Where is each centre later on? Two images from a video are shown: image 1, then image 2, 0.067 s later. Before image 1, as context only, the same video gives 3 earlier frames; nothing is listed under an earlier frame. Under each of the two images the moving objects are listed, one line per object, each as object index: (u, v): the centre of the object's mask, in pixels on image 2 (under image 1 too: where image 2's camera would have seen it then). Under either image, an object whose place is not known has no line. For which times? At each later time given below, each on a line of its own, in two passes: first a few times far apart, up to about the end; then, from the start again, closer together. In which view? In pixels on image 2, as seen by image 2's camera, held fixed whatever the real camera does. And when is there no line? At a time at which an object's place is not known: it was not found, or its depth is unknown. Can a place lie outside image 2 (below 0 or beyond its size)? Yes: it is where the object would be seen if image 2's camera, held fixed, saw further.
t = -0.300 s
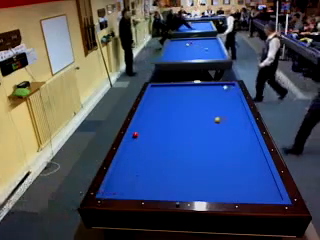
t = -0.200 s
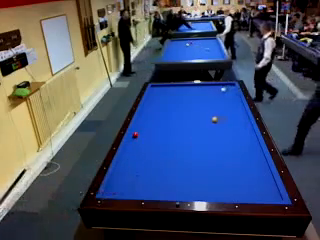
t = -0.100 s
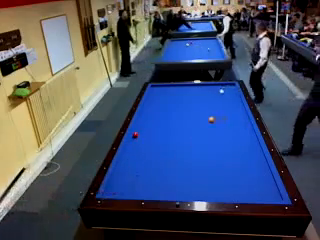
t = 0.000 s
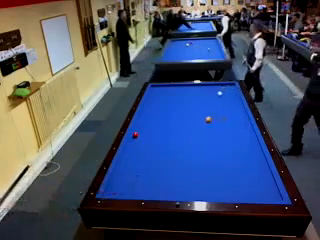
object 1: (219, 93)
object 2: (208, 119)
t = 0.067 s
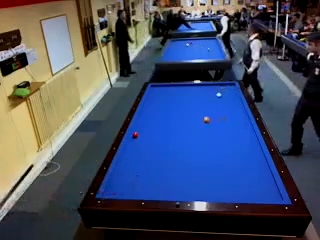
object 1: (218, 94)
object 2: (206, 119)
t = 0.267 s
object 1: (214, 99)
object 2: (200, 119)
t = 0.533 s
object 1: (209, 104)
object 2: (192, 119)
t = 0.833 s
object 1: (202, 112)
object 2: (184, 119)
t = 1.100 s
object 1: (196, 119)
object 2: (178, 118)
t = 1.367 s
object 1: (189, 126)
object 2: (170, 118)
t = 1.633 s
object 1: (181, 135)
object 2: (164, 118)
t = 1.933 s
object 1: (171, 145)
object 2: (158, 118)
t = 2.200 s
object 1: (162, 155)
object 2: (152, 118)
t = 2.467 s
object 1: (152, 166)
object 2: (146, 117)
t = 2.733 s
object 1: (140, 178)
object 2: (142, 117)
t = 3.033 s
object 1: (126, 193)
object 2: (140, 117)
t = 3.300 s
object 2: (142, 117)
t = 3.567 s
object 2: (145, 117)
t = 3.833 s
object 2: (147, 117)
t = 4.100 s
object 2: (149, 117)
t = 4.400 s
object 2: (151, 117)
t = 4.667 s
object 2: (152, 116)
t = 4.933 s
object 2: (154, 117)
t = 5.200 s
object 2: (155, 117)
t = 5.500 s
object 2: (155, 116)
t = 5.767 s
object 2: (156, 117)
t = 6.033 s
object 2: (156, 116)
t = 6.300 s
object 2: (156, 116)
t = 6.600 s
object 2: (156, 116)
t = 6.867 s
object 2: (156, 116)
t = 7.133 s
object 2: (156, 116)
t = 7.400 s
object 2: (156, 116)
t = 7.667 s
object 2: (156, 116)
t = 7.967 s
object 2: (156, 116)
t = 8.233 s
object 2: (156, 116)
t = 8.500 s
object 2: (156, 116)
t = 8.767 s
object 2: (156, 116)
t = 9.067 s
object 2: (157, 117)
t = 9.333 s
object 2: (157, 116)
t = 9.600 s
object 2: (157, 116)
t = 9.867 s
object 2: (157, 116)
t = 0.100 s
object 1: (217, 95)
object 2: (205, 119)
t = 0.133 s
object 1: (217, 95)
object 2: (203, 119)
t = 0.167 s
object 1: (217, 97)
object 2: (203, 119)
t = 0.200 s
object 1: (216, 97)
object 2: (202, 119)
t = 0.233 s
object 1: (215, 97)
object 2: (201, 119)
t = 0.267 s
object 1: (214, 99)
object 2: (200, 119)
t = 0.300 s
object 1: (214, 99)
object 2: (199, 119)
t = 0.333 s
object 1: (213, 100)
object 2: (198, 119)
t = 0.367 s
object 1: (212, 101)
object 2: (196, 119)
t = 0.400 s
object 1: (211, 101)
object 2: (196, 119)
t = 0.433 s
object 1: (211, 102)
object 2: (195, 119)
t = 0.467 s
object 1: (210, 103)
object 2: (194, 119)
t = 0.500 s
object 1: (210, 103)
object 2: (193, 119)
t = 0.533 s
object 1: (209, 104)
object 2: (192, 119)
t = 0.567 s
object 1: (208, 105)
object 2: (191, 119)
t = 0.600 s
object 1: (208, 106)
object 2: (190, 119)
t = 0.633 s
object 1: (207, 107)
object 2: (189, 119)
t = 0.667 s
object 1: (206, 107)
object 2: (189, 119)
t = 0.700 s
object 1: (205, 108)
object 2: (188, 119)
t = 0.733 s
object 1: (205, 109)
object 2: (187, 119)
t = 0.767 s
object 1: (204, 110)
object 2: (186, 119)
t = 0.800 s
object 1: (203, 111)
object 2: (185, 119)
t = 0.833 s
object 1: (202, 112)
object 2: (184, 119)
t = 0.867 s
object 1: (201, 112)
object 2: (183, 118)
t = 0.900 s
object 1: (201, 113)
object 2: (182, 118)
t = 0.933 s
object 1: (200, 114)
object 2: (181, 118)
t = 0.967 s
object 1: (199, 115)
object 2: (180, 118)
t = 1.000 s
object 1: (198, 116)
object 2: (180, 118)
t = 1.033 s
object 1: (198, 117)
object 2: (179, 118)
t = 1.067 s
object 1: (197, 118)
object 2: (178, 118)
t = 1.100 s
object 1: (196, 119)
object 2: (178, 118)
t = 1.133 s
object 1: (195, 120)
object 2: (176, 118)
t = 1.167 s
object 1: (194, 121)
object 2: (176, 118)
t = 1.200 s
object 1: (193, 122)
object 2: (174, 118)
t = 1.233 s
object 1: (192, 122)
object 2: (174, 118)
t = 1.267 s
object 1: (192, 123)
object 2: (173, 118)
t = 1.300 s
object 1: (191, 124)
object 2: (172, 118)
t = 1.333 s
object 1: (190, 125)
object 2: (171, 118)
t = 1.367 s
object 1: (189, 126)
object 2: (170, 118)
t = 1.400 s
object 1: (188, 127)
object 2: (170, 118)
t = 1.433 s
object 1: (187, 128)
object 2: (169, 118)
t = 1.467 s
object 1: (186, 130)
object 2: (168, 118)
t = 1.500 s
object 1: (185, 131)
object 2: (167, 118)
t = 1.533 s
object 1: (184, 131)
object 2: (167, 118)
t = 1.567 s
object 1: (183, 132)
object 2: (166, 118)
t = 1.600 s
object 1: (182, 133)
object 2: (165, 118)
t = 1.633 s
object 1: (181, 135)
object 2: (164, 118)
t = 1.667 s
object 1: (180, 136)
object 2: (164, 118)
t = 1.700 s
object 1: (179, 137)
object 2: (163, 118)
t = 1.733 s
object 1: (178, 138)
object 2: (162, 118)
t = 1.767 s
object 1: (177, 139)
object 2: (162, 118)
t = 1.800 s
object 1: (176, 140)
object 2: (161, 118)
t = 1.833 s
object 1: (175, 141)
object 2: (160, 118)
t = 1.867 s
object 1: (174, 143)
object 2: (159, 118)
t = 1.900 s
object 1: (172, 144)
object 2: (158, 118)
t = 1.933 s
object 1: (171, 145)
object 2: (158, 118)
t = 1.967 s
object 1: (170, 146)
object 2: (157, 118)
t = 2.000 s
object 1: (169, 148)
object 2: (156, 118)
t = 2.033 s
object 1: (168, 149)
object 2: (156, 118)
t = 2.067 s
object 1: (167, 150)
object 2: (154, 117)
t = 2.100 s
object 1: (166, 151)
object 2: (154, 118)
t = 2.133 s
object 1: (165, 152)
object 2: (153, 118)
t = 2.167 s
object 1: (163, 153)
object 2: (153, 118)
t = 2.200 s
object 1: (162, 155)
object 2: (152, 118)
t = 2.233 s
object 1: (161, 156)
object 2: (151, 117)
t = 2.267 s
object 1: (160, 158)
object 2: (150, 117)
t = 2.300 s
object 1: (158, 159)
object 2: (150, 117)
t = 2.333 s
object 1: (157, 160)
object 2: (149, 117)
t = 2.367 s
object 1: (156, 162)
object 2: (148, 117)
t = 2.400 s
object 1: (154, 163)
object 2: (148, 117)
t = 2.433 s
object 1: (153, 164)
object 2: (147, 117)
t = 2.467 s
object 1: (152, 166)
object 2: (146, 117)
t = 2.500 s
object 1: (150, 167)
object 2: (146, 118)
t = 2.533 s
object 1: (149, 169)
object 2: (146, 117)
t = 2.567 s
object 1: (147, 170)
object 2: (145, 117)
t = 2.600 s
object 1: (146, 172)
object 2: (144, 118)
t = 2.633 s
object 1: (145, 173)
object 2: (143, 117)
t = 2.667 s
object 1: (143, 175)
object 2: (143, 117)
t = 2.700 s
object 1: (142, 177)
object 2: (142, 117)
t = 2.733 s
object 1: (140, 178)
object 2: (142, 117)
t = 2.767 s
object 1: (139, 180)
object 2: (141, 117)
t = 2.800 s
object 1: (137, 182)
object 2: (141, 117)
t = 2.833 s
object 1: (135, 183)
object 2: (140, 117)
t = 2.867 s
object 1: (134, 185)
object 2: (139, 117)
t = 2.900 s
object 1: (132, 187)
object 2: (139, 117)
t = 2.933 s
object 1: (131, 188)
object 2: (139, 117)
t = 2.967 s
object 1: (129, 190)
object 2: (139, 117)
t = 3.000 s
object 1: (128, 191)
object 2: (140, 117)
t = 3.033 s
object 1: (126, 193)
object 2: (140, 117)
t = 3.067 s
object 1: (126, 192)
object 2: (140, 117)
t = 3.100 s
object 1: (125, 191)
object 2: (140, 117)
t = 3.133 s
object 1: (125, 190)
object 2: (141, 117)
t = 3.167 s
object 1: (125, 189)
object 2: (141, 117)
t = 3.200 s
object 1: (125, 188)
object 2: (141, 117)
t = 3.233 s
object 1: (124, 187)
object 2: (141, 117)
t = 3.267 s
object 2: (141, 117)
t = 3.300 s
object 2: (142, 117)
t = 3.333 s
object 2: (142, 117)
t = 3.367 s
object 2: (143, 117)
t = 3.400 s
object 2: (143, 117)
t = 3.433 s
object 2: (143, 117)
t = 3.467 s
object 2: (143, 117)
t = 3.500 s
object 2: (144, 117)
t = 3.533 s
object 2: (144, 117)
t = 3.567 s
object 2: (145, 117)
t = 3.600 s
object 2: (145, 117)
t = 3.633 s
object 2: (146, 117)
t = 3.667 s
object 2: (146, 117)
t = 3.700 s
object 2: (146, 117)
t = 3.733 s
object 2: (146, 117)
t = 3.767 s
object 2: (146, 117)
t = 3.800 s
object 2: (146, 117)
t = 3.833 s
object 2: (147, 117)
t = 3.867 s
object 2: (147, 117)
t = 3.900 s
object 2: (147, 117)
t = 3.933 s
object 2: (148, 117)
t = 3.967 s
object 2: (148, 117)
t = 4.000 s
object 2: (148, 117)
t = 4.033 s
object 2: (149, 117)
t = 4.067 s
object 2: (149, 117)
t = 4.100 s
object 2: (149, 117)
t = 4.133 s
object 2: (149, 117)
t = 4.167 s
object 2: (150, 117)
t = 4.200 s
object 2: (150, 117)
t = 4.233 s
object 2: (150, 117)
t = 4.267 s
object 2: (151, 117)
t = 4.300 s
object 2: (151, 117)
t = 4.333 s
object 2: (151, 117)
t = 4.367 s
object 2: (151, 117)
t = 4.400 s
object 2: (151, 117)
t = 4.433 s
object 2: (151, 117)
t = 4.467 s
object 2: (151, 117)
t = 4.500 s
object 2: (152, 117)
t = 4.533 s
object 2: (152, 117)
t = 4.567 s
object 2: (152, 117)
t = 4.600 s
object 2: (152, 117)
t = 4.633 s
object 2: (152, 117)
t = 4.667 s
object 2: (152, 116)
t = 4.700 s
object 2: (152, 116)
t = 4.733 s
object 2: (153, 117)
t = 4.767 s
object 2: (153, 117)
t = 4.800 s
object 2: (153, 117)
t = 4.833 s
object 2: (153, 117)
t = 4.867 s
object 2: (153, 117)
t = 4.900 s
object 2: (154, 117)
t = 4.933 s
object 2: (154, 117)
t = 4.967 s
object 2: (154, 117)
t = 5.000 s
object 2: (154, 116)
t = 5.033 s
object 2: (154, 117)
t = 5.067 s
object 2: (154, 116)
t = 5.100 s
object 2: (154, 116)
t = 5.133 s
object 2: (155, 116)
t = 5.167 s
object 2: (155, 117)
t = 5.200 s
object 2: (155, 117)
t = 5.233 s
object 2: (155, 116)
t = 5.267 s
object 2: (155, 117)
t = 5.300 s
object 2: (155, 117)
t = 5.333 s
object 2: (155, 116)
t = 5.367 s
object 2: (155, 117)
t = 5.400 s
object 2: (155, 117)
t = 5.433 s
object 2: (155, 116)
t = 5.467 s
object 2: (155, 116)
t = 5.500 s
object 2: (155, 116)
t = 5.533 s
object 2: (156, 116)
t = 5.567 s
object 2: (156, 117)
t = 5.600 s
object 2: (156, 117)
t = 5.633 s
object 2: (156, 117)
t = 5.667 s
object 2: (156, 117)
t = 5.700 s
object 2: (156, 117)
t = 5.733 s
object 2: (156, 117)
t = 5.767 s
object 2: (156, 117)
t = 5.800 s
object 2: (156, 117)
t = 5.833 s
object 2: (156, 117)
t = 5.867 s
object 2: (156, 117)
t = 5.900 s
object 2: (156, 117)
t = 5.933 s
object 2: (156, 117)
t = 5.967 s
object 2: (156, 117)
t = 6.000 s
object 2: (156, 116)
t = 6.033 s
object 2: (156, 116)
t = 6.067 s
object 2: (156, 116)
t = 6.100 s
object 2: (156, 116)
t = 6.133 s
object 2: (156, 116)
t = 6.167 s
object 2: (156, 116)
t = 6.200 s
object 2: (156, 116)
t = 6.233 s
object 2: (156, 116)
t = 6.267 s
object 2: (156, 116)
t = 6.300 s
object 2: (156, 116)
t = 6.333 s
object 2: (156, 116)
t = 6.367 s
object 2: (156, 116)
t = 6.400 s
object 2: (156, 116)
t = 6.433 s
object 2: (156, 116)
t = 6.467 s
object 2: (156, 116)
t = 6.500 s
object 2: (156, 116)
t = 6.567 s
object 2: (156, 116)
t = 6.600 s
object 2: (156, 116)
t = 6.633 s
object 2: (156, 116)
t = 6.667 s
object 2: (156, 116)
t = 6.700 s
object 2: (156, 116)
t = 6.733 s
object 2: (156, 116)
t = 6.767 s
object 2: (156, 116)
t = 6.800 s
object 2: (156, 116)
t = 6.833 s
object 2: (156, 116)
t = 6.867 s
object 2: (156, 116)
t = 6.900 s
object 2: (156, 116)
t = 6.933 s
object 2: (156, 116)
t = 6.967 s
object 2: (156, 116)
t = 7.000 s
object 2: (156, 116)
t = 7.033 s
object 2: (156, 116)
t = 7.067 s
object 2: (156, 116)
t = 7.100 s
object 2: (156, 116)
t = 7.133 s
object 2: (156, 116)
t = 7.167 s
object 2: (156, 116)
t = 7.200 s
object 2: (156, 116)
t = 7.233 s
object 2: (156, 116)
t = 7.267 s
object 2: (156, 116)
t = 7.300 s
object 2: (156, 116)
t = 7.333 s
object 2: (156, 116)
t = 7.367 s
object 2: (156, 116)
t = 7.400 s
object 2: (156, 116)
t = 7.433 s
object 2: (156, 116)
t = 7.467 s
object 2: (156, 116)
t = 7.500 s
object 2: (156, 116)
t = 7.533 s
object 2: (156, 116)
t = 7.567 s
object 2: (156, 116)
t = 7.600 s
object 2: (156, 116)
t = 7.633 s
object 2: (156, 116)
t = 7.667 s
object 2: (156, 116)
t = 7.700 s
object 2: (156, 116)
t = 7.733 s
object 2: (156, 116)
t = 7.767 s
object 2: (156, 116)
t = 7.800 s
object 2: (156, 116)
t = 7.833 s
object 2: (156, 116)
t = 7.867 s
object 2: (156, 116)
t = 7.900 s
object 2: (156, 116)
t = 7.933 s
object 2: (156, 116)
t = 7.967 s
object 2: (156, 116)
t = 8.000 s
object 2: (156, 116)
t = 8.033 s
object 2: (156, 116)
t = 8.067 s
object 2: (156, 116)
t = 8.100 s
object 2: (156, 116)
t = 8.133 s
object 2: (156, 116)
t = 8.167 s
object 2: (156, 116)
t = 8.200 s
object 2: (156, 116)
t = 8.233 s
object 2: (156, 116)
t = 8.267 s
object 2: (156, 116)
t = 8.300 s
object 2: (156, 116)
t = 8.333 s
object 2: (156, 116)
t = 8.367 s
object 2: (156, 116)
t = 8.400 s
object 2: (156, 116)
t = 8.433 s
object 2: (156, 116)
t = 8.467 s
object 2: (156, 116)
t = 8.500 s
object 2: (156, 116)
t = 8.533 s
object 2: (156, 116)
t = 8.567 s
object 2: (156, 116)
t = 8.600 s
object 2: (157, 116)
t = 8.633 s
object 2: (157, 116)
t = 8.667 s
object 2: (157, 116)
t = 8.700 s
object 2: (157, 116)
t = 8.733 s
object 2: (157, 116)
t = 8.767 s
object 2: (156, 116)
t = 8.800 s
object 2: (156, 116)
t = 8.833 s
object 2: (156, 116)
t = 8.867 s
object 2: (156, 116)
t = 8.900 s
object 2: (156, 116)
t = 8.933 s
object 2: (156, 116)
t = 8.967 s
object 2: (157, 116)
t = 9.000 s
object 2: (157, 117)
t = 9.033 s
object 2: (157, 116)
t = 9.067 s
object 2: (157, 117)
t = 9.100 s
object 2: (157, 117)
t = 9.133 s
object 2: (157, 117)
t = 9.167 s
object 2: (157, 117)
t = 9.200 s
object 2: (157, 117)
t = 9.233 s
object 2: (157, 117)
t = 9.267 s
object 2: (157, 116)
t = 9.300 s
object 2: (157, 116)
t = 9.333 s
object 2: (157, 116)
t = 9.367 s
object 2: (157, 116)
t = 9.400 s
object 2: (157, 116)
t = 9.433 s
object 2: (157, 116)
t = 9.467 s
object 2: (157, 116)
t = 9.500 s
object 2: (157, 116)
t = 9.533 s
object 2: (157, 116)
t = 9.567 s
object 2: (157, 116)
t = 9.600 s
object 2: (157, 116)
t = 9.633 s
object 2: (157, 116)
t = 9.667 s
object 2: (157, 116)
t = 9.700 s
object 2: (157, 116)
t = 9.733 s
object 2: (157, 116)
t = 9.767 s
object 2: (157, 116)
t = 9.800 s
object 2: (157, 116)
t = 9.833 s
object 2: (157, 116)
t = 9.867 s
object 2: (157, 116)
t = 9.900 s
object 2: (157, 116)
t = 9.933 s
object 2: (157, 116)
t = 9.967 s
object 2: (156, 116)
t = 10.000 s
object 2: (156, 116)
